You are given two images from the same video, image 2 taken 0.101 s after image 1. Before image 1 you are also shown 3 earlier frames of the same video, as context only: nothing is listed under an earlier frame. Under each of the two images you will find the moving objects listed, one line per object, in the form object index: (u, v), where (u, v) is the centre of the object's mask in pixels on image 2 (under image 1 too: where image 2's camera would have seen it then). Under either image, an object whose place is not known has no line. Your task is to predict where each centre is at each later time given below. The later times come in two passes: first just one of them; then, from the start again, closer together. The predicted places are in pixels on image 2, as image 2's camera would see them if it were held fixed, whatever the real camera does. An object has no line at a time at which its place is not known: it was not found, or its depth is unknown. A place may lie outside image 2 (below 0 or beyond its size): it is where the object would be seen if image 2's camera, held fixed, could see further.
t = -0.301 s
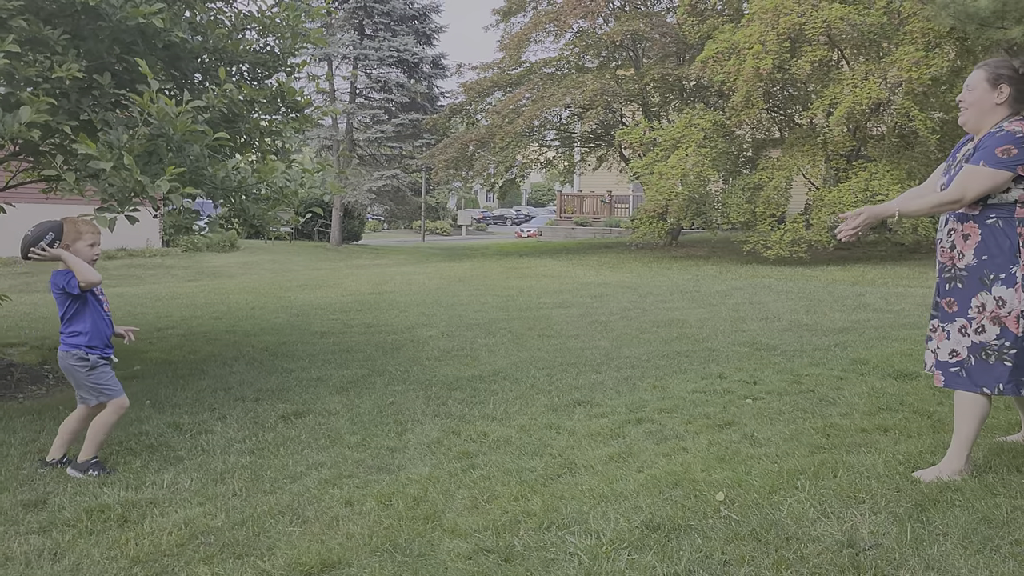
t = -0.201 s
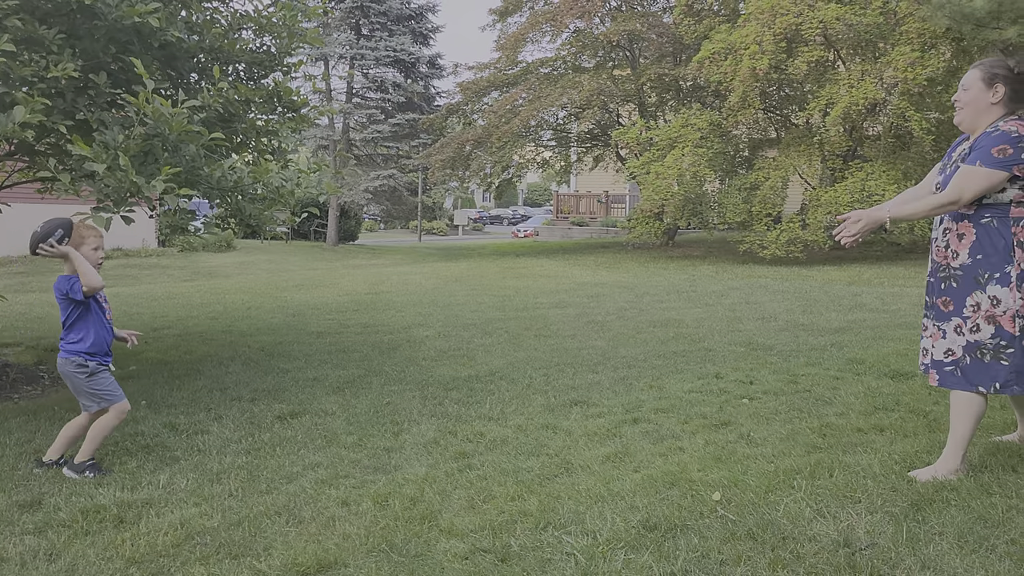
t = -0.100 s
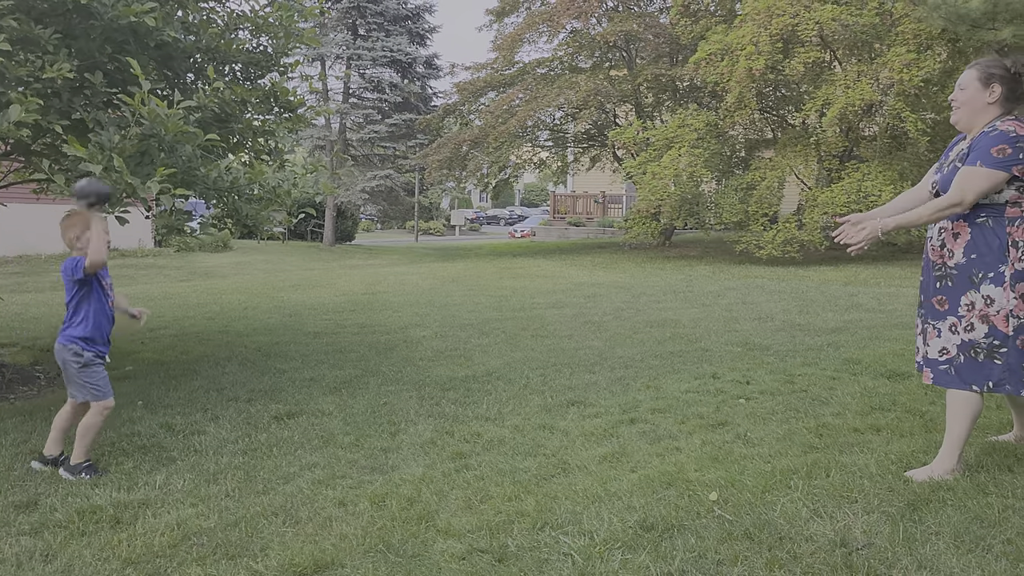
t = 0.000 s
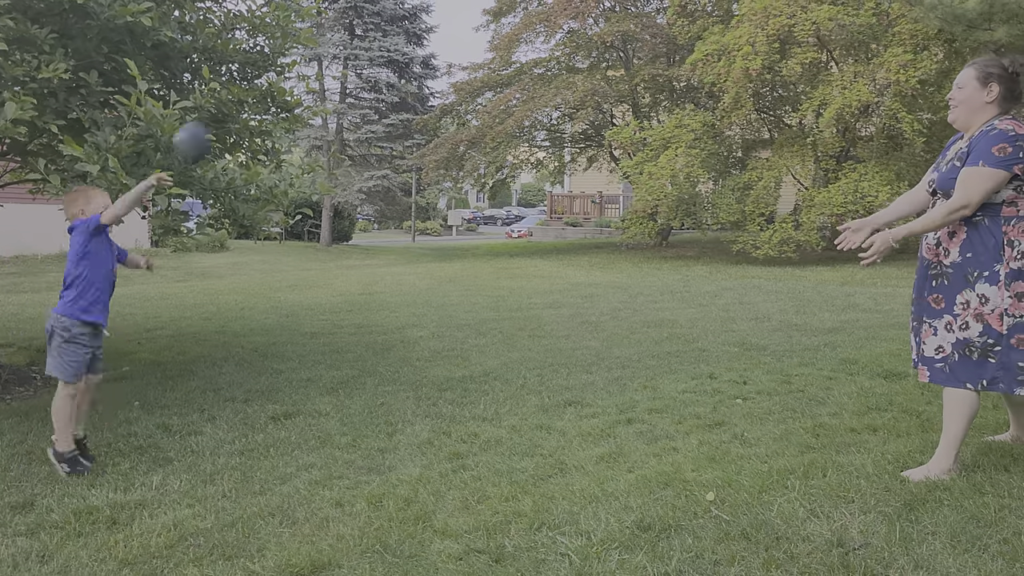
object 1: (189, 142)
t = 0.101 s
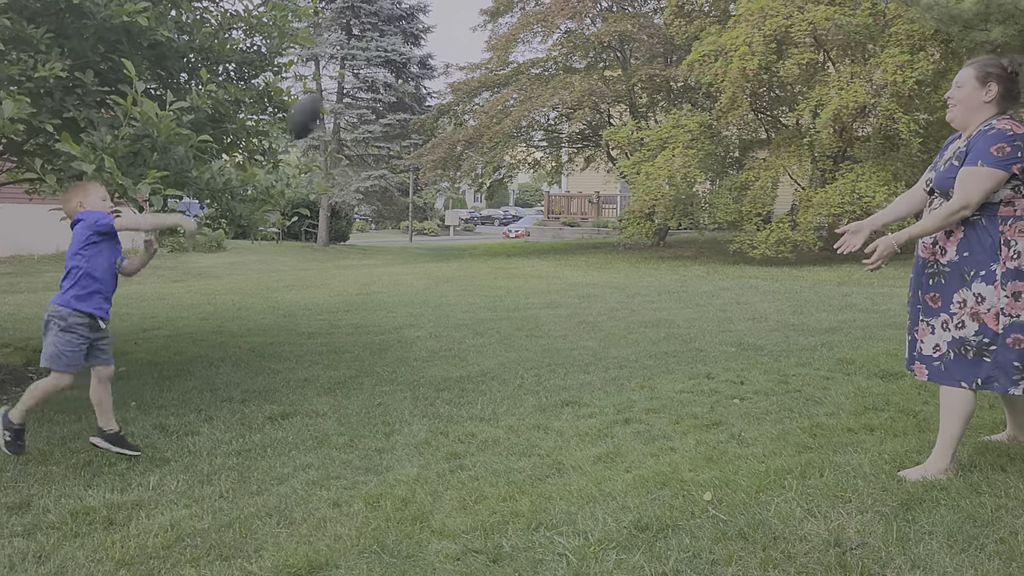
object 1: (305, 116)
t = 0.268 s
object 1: (492, 127)
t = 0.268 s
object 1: (492, 127)
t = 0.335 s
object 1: (568, 149)
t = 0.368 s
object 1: (605, 165)
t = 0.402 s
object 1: (642, 182)
